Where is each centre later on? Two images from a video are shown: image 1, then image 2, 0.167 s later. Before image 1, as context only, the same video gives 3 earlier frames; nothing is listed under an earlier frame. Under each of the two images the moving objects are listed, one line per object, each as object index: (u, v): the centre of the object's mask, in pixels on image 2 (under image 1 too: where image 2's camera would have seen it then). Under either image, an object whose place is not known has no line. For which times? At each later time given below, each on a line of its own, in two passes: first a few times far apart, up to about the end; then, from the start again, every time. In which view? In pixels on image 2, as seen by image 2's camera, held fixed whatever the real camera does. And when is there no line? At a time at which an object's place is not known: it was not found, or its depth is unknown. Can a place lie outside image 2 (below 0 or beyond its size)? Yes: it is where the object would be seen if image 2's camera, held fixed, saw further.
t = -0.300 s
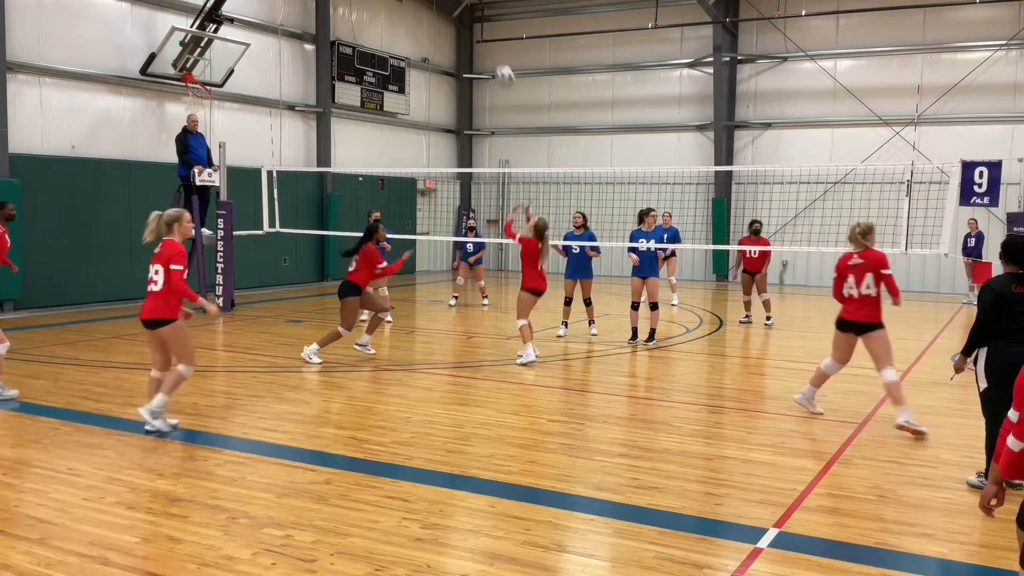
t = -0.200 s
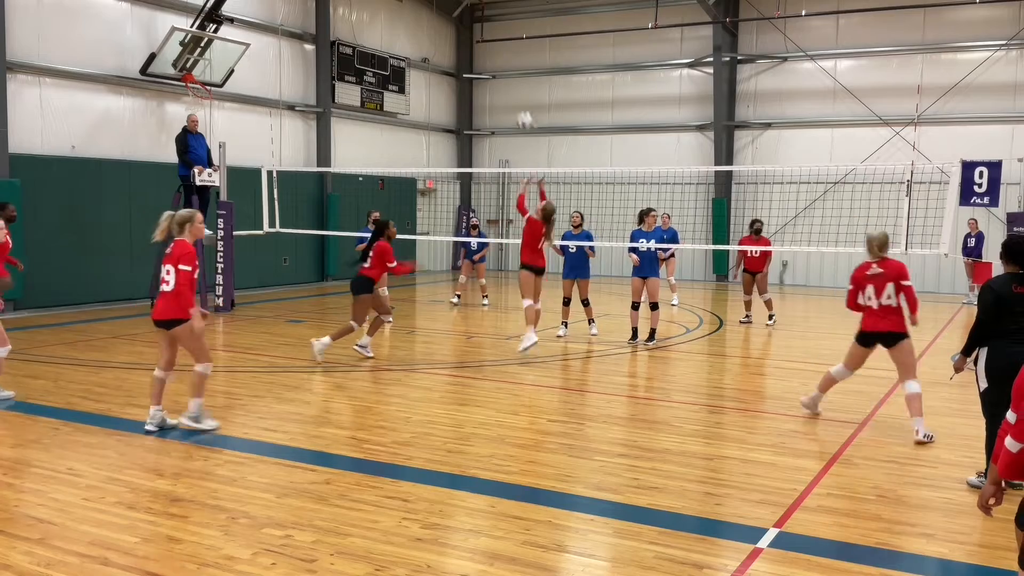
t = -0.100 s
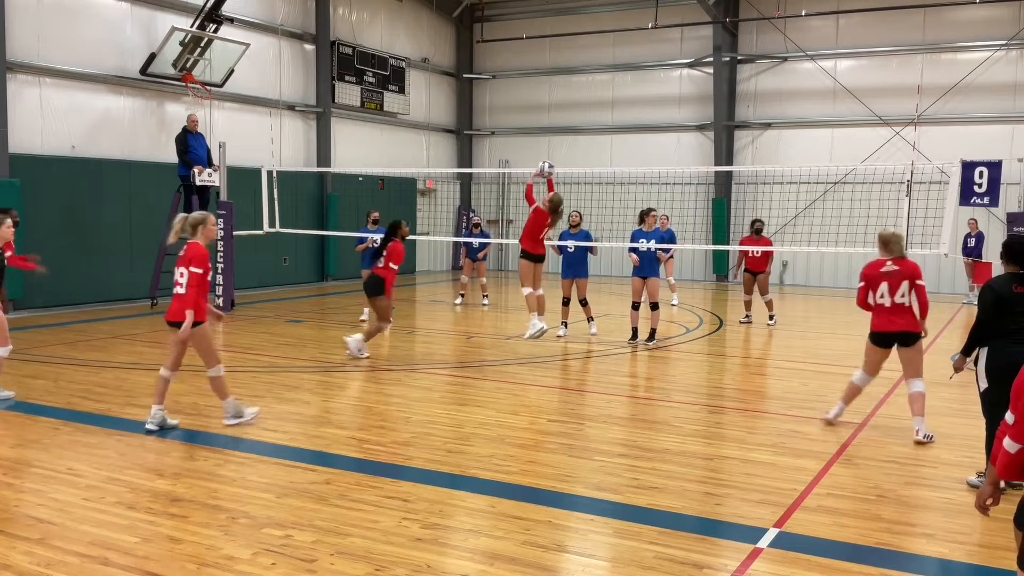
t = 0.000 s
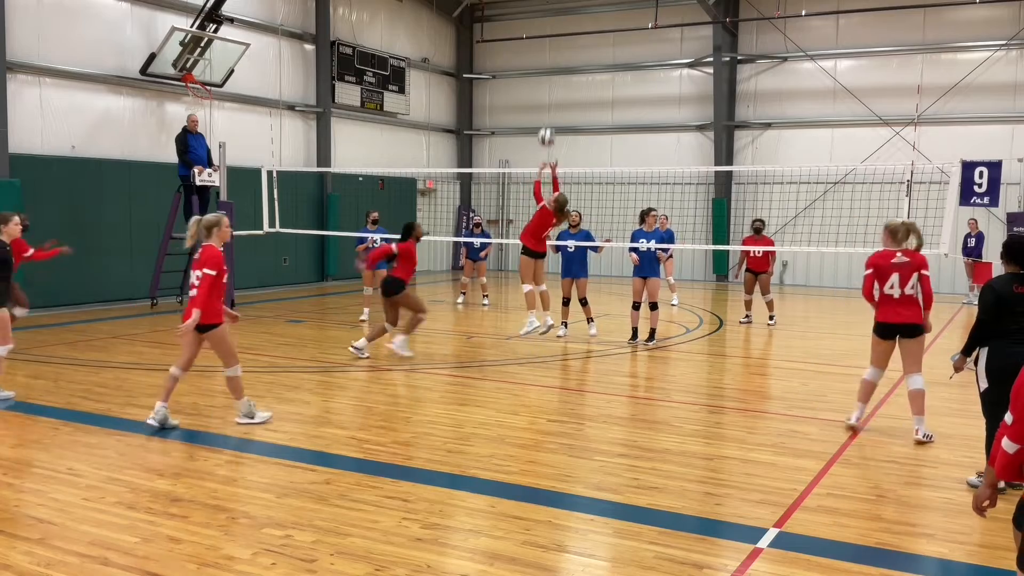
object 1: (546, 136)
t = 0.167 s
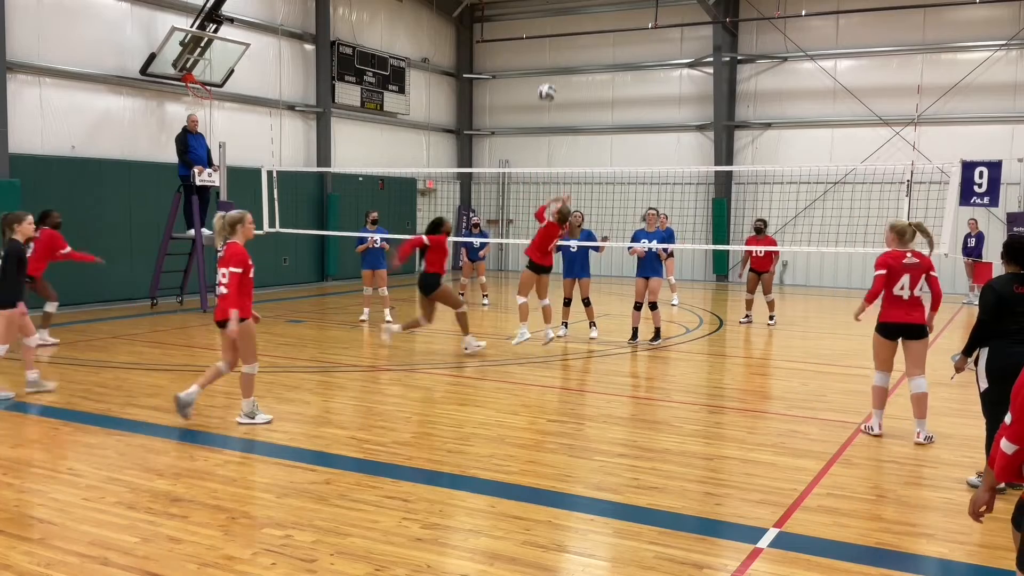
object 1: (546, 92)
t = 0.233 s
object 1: (547, 81)
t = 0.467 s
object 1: (545, 74)
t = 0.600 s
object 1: (543, 90)
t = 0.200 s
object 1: (546, 86)
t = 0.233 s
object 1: (547, 81)
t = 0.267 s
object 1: (546, 78)
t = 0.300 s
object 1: (546, 74)
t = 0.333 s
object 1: (546, 73)
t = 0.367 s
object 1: (545, 71)
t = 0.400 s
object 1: (545, 71)
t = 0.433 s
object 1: (545, 72)
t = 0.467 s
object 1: (545, 74)
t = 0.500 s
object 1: (544, 76)
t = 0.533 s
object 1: (543, 80)
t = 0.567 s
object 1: (543, 85)
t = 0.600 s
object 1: (543, 90)
